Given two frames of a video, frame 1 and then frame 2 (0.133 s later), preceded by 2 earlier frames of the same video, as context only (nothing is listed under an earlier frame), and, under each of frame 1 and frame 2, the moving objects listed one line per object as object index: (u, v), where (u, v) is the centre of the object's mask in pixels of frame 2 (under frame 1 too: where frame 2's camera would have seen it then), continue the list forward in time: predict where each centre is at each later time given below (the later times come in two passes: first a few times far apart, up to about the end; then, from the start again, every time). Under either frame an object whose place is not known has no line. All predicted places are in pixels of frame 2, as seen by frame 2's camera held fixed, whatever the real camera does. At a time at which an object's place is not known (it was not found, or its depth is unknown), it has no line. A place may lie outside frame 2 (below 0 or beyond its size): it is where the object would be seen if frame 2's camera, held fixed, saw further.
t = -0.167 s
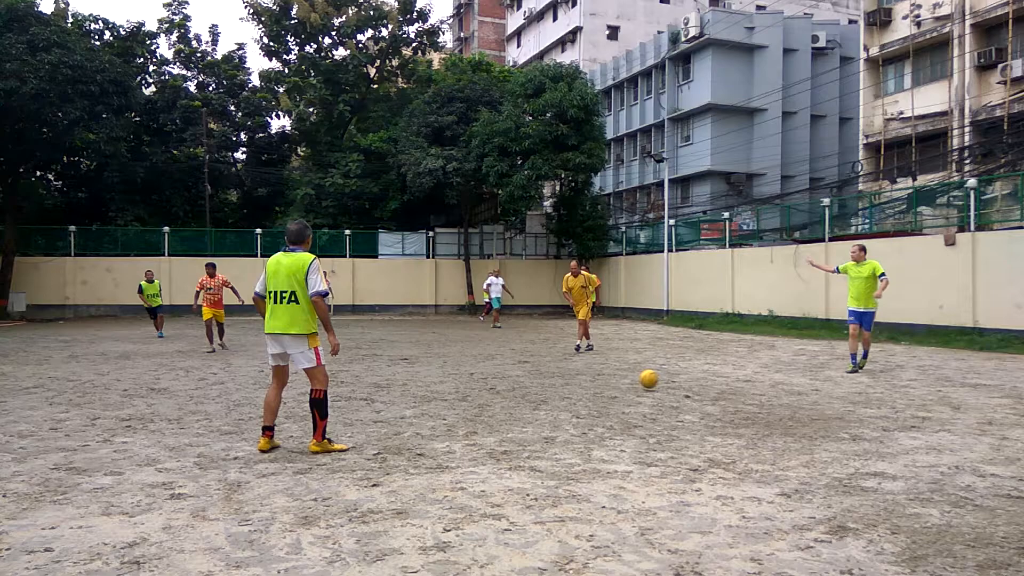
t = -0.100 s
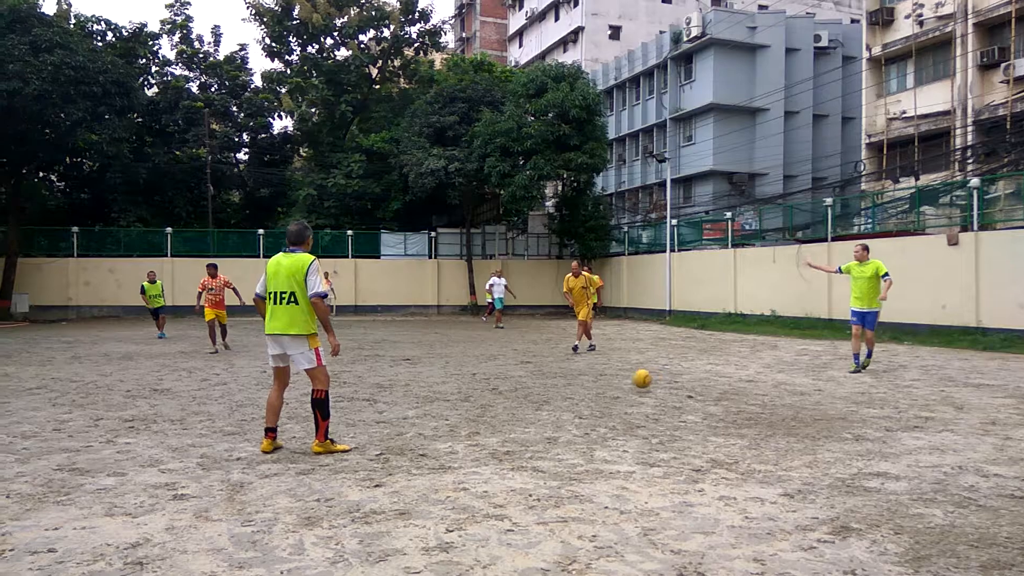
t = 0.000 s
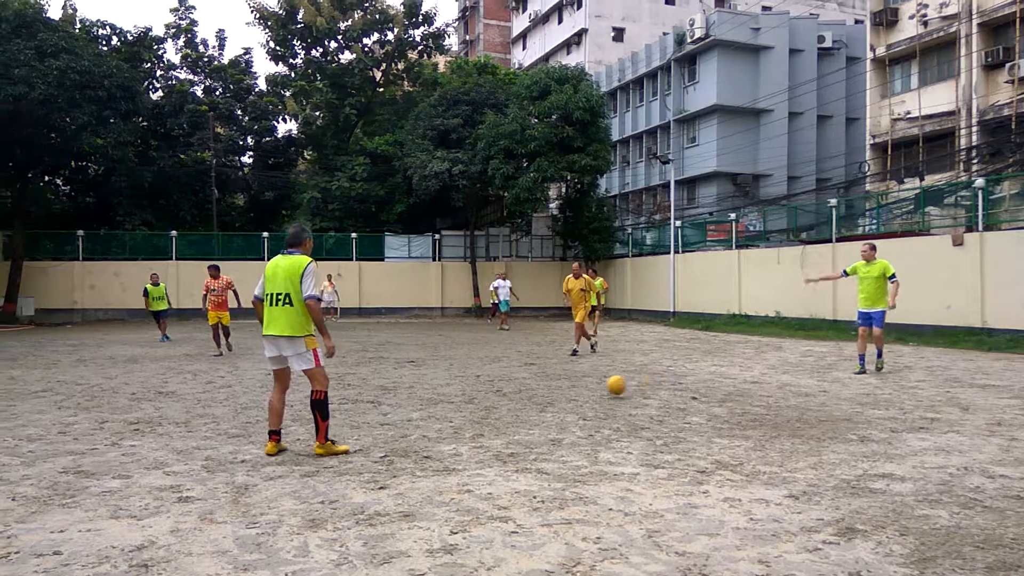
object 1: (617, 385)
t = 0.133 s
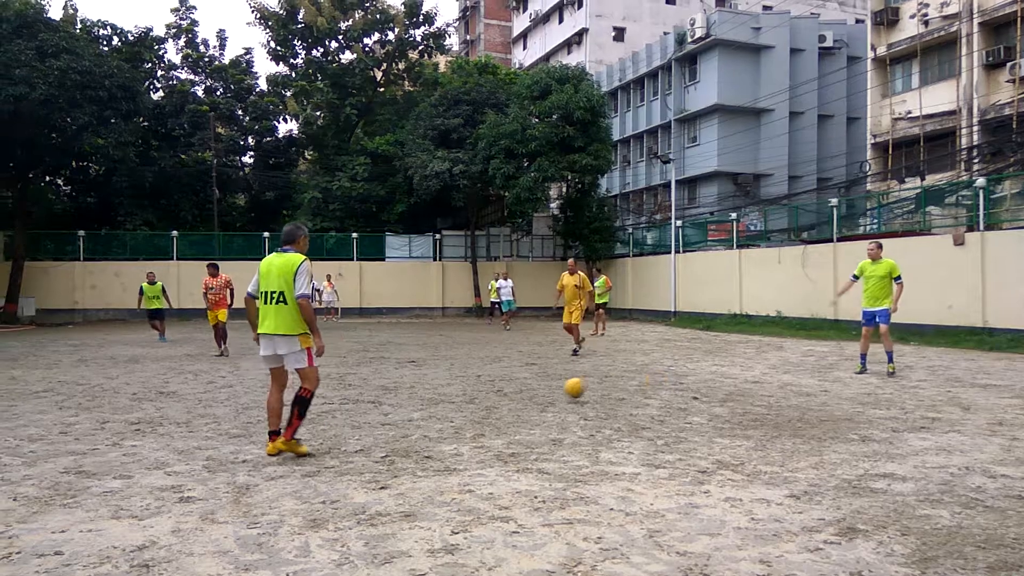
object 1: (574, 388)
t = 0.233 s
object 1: (541, 396)
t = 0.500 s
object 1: (441, 408)
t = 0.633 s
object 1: (384, 409)
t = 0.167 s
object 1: (563, 389)
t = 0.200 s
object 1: (552, 392)
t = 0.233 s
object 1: (541, 396)
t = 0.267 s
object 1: (529, 397)
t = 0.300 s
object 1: (518, 398)
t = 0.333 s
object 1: (506, 399)
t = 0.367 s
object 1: (494, 402)
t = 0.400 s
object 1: (481, 404)
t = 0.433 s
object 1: (468, 403)
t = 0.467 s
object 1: (455, 405)
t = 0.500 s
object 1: (441, 408)
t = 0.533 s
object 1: (426, 411)
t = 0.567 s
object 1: (413, 410)
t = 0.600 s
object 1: (398, 409)
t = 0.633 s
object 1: (384, 409)
